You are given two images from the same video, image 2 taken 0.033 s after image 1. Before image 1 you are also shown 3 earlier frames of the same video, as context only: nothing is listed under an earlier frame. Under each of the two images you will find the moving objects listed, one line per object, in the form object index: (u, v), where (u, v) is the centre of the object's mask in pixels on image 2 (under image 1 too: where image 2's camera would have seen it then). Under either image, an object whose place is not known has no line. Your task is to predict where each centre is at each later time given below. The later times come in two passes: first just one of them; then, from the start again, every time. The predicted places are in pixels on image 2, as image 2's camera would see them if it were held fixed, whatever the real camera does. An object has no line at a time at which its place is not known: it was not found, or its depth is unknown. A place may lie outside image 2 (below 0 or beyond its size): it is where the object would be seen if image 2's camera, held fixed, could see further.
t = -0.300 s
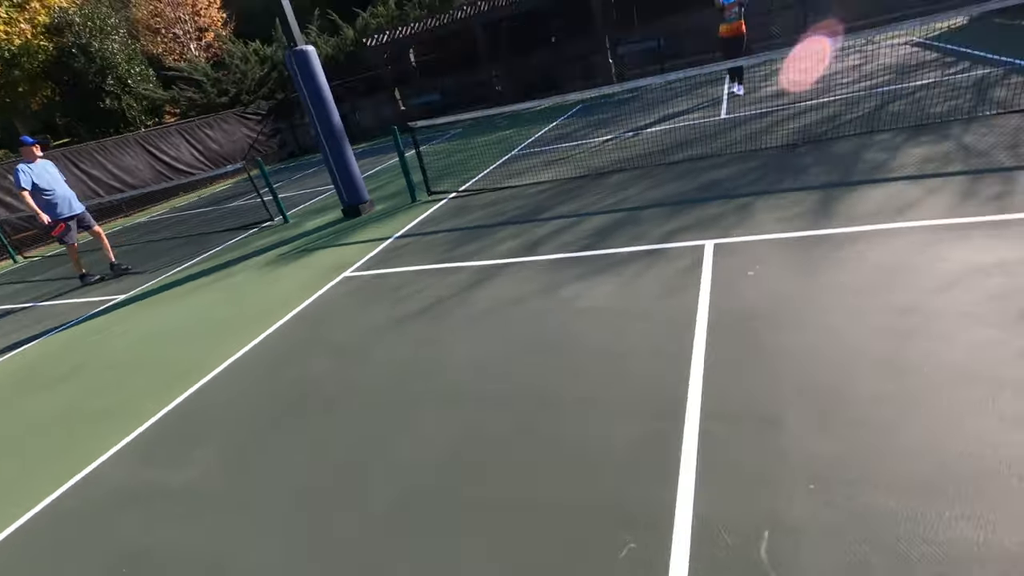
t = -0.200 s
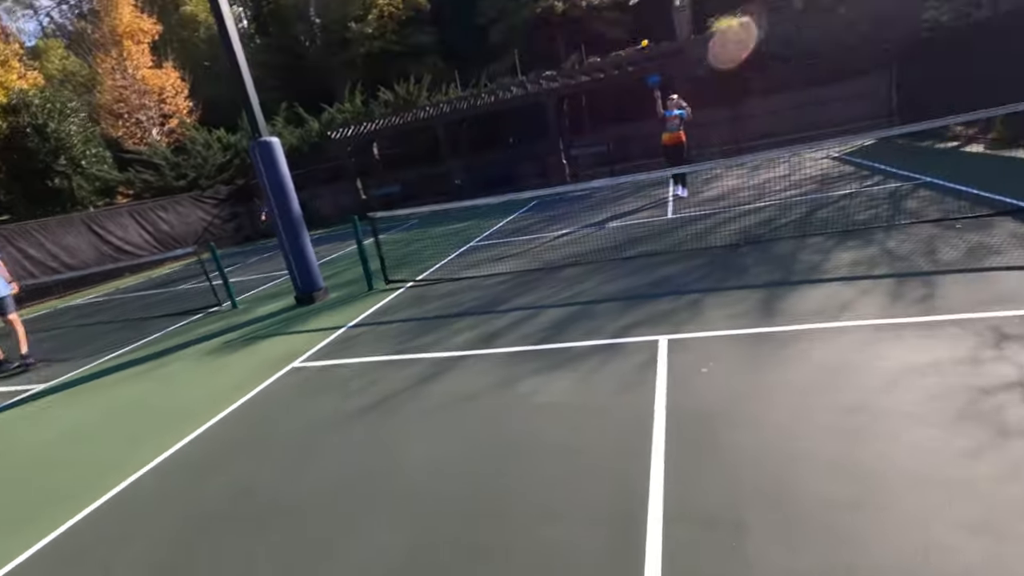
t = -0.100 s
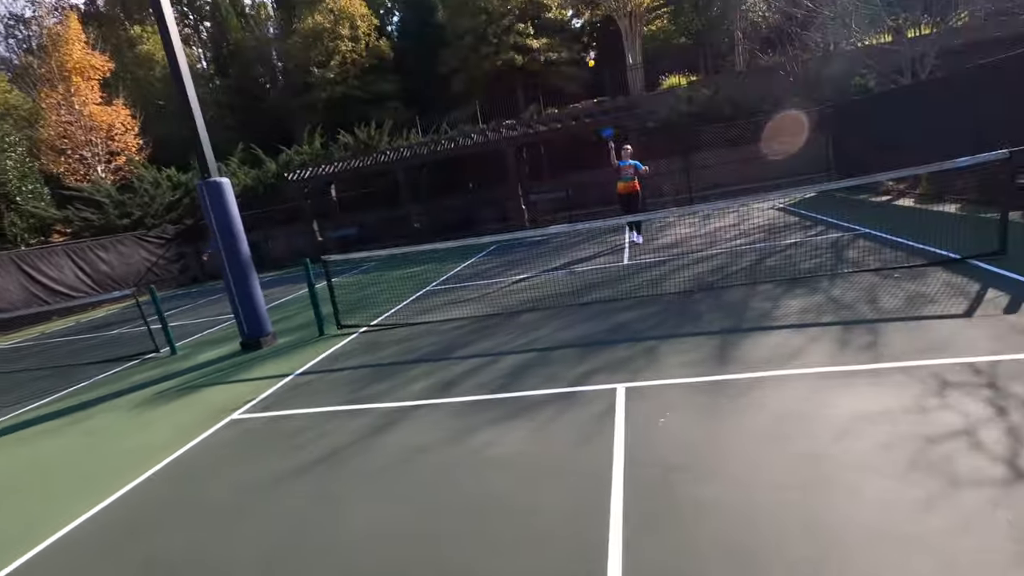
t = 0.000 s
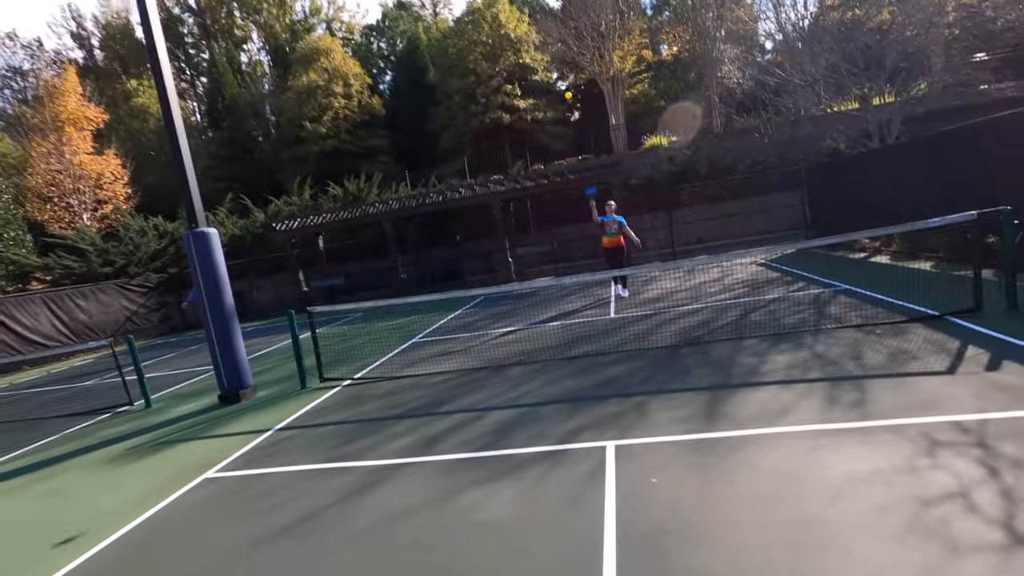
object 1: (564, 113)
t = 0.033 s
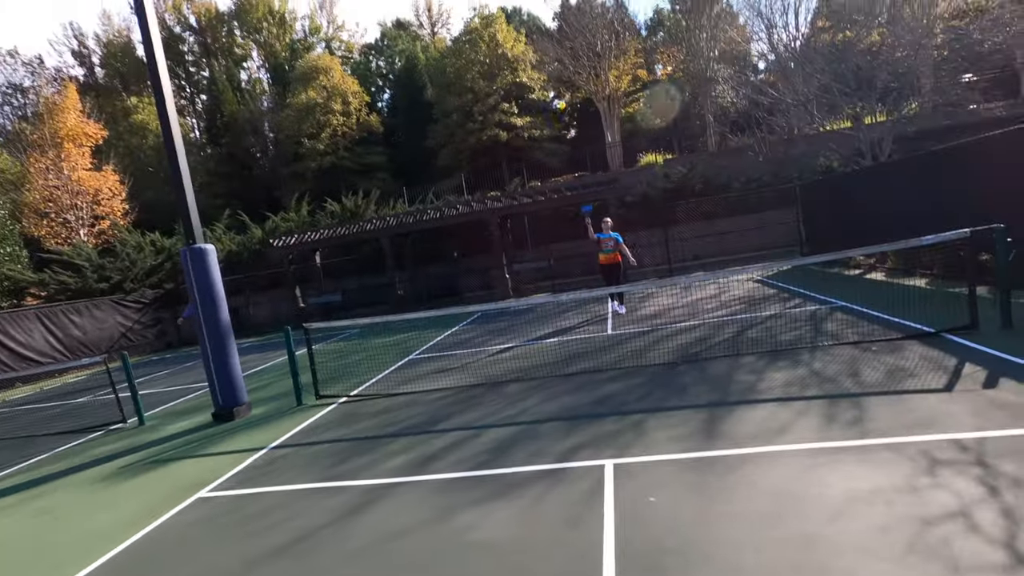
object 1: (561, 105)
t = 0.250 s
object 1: (552, 67)
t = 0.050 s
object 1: (561, 102)
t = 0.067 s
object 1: (560, 100)
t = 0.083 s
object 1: (559, 96)
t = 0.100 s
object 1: (557, 92)
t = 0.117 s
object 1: (556, 89)
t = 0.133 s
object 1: (555, 85)
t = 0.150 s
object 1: (554, 82)
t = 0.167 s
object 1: (553, 77)
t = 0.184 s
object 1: (553, 76)
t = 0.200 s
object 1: (552, 73)
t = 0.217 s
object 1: (552, 72)
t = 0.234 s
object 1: (552, 68)
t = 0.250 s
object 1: (552, 67)
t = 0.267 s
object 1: (552, 64)
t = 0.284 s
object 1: (552, 62)
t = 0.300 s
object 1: (552, 60)
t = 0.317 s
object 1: (553, 59)
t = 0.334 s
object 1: (553, 56)
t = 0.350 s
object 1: (555, 54)
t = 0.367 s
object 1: (556, 53)
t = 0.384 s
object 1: (557, 52)
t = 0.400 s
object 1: (559, 51)
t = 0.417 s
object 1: (560, 51)
